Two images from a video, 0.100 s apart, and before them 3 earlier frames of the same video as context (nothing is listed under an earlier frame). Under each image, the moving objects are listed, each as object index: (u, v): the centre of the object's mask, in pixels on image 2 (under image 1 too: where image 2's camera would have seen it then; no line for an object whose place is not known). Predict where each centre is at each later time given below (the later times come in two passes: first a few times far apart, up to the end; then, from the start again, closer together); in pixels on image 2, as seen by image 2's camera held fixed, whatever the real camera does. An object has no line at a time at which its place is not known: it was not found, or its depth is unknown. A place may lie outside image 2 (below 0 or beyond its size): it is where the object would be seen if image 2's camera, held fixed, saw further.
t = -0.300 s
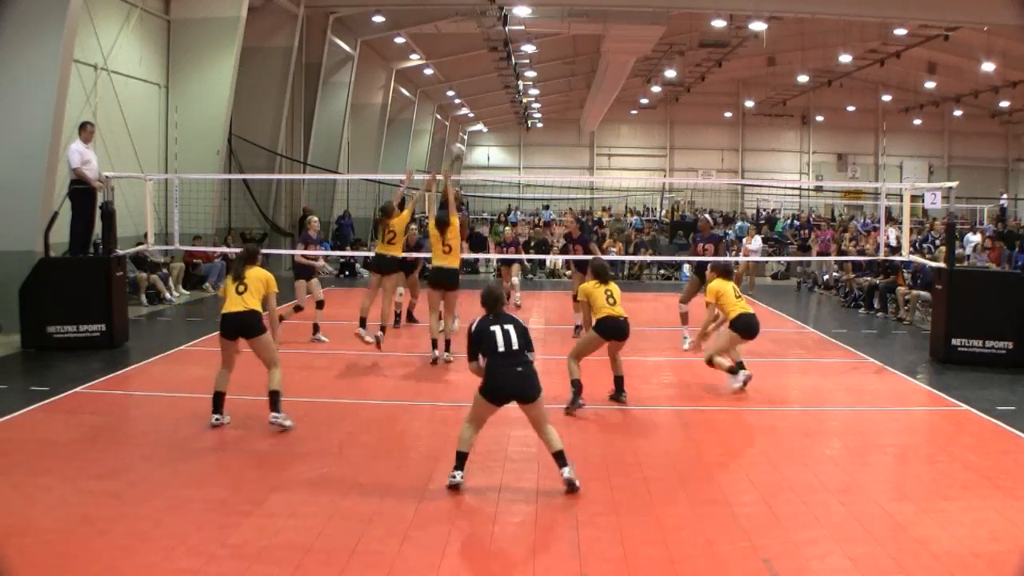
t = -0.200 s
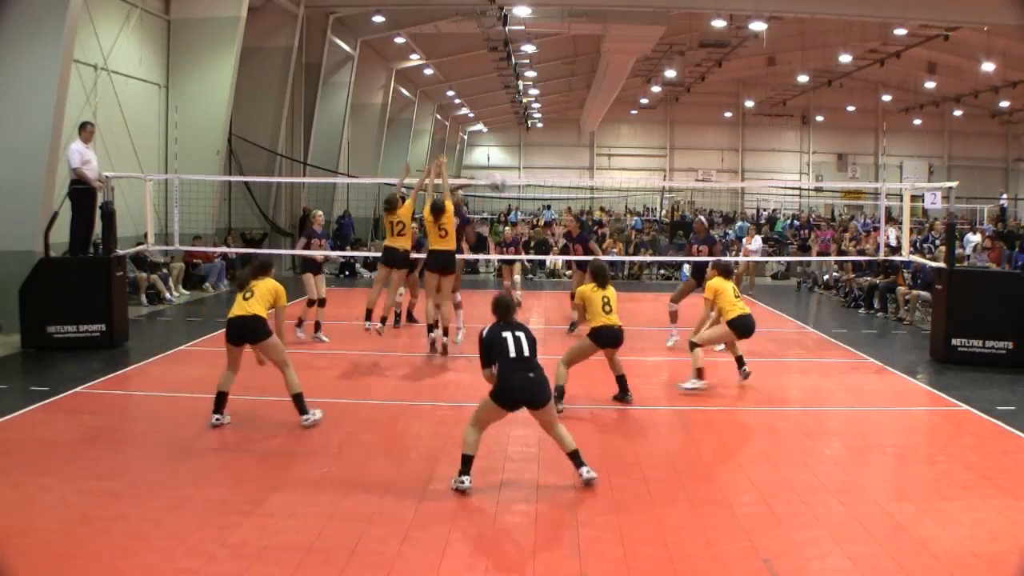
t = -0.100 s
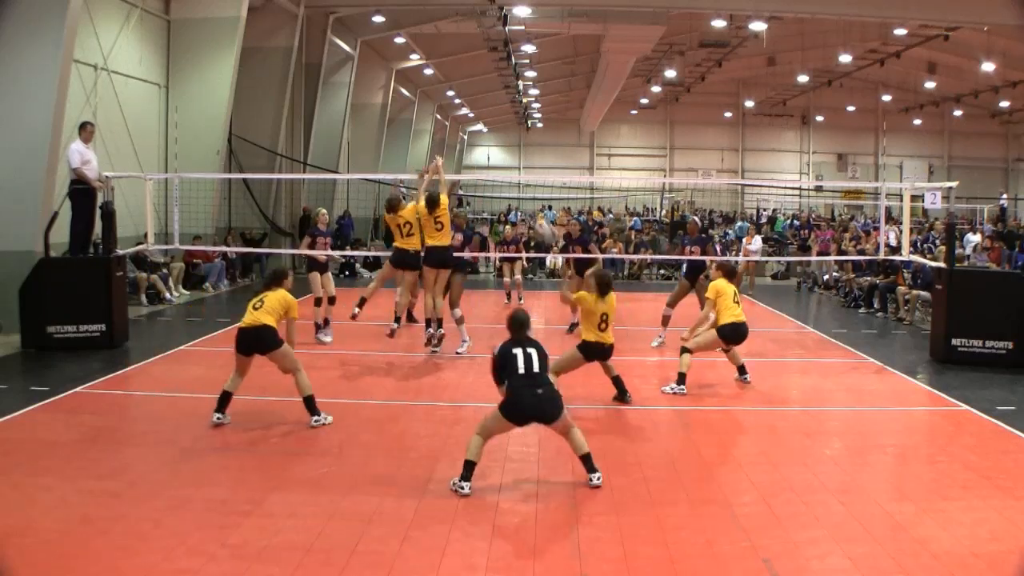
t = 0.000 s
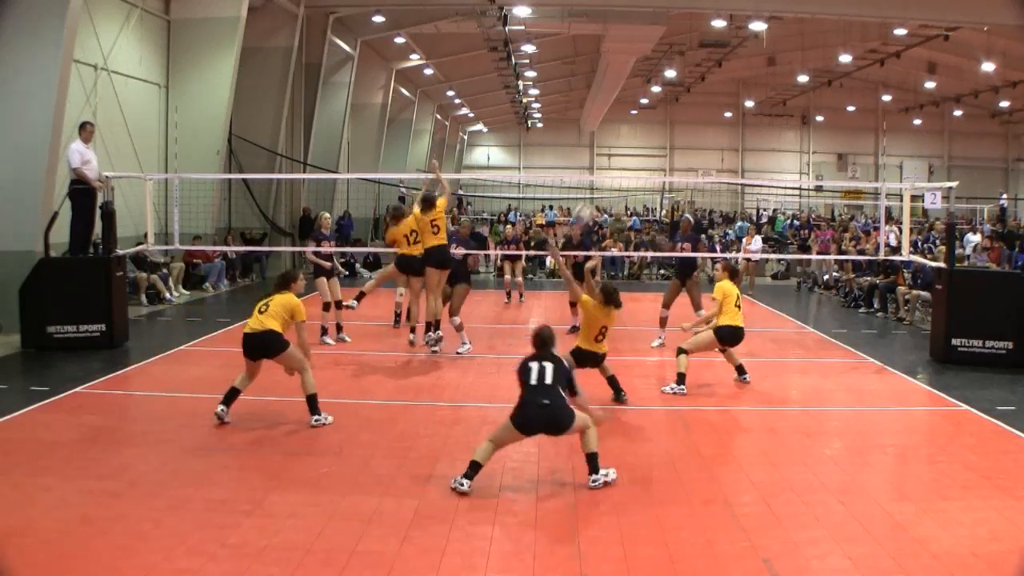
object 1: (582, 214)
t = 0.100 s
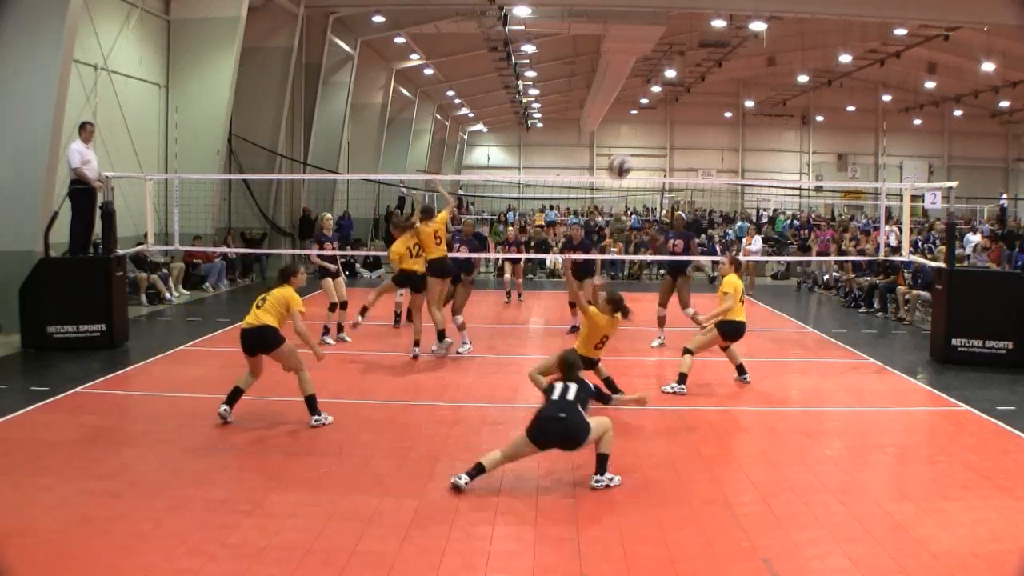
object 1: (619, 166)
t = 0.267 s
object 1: (694, 92)
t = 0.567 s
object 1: (887, 28)
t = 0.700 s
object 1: (1009, 47)
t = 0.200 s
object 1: (663, 119)
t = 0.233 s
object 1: (678, 104)
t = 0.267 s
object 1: (694, 92)
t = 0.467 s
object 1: (812, 37)
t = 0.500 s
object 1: (835, 33)
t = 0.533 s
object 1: (861, 29)
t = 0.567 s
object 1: (887, 28)
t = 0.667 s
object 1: (984, 42)
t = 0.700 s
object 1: (1009, 47)
